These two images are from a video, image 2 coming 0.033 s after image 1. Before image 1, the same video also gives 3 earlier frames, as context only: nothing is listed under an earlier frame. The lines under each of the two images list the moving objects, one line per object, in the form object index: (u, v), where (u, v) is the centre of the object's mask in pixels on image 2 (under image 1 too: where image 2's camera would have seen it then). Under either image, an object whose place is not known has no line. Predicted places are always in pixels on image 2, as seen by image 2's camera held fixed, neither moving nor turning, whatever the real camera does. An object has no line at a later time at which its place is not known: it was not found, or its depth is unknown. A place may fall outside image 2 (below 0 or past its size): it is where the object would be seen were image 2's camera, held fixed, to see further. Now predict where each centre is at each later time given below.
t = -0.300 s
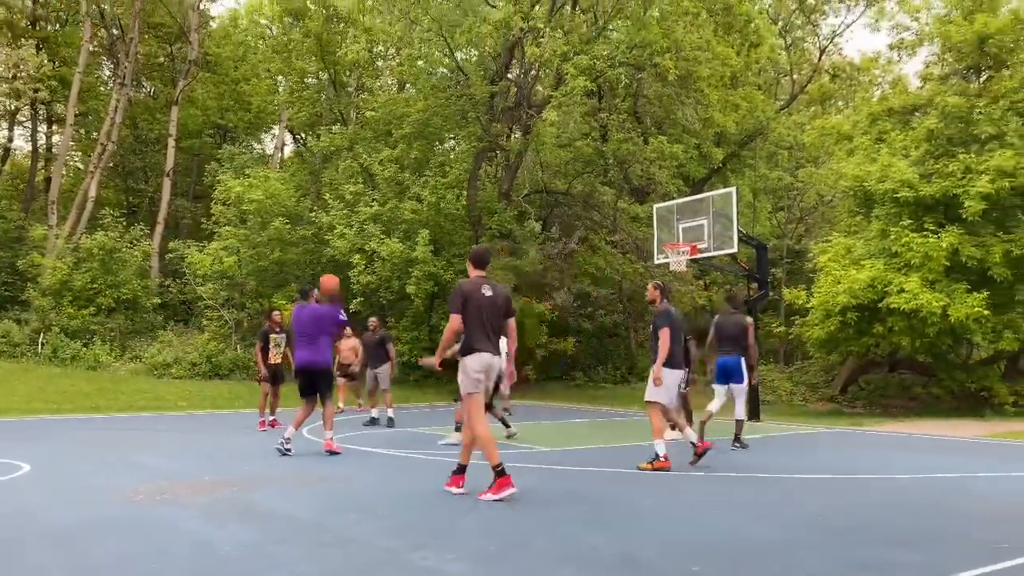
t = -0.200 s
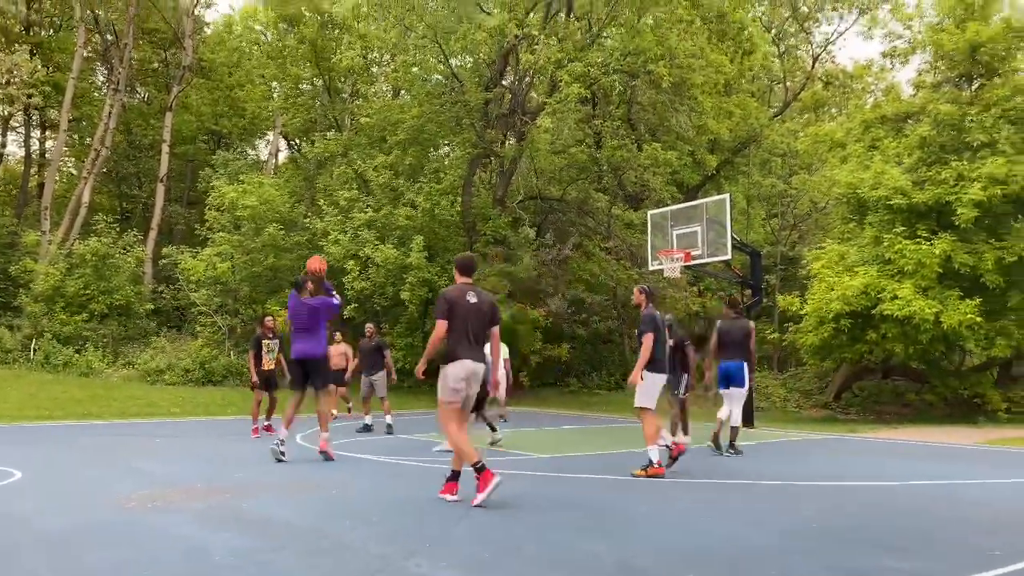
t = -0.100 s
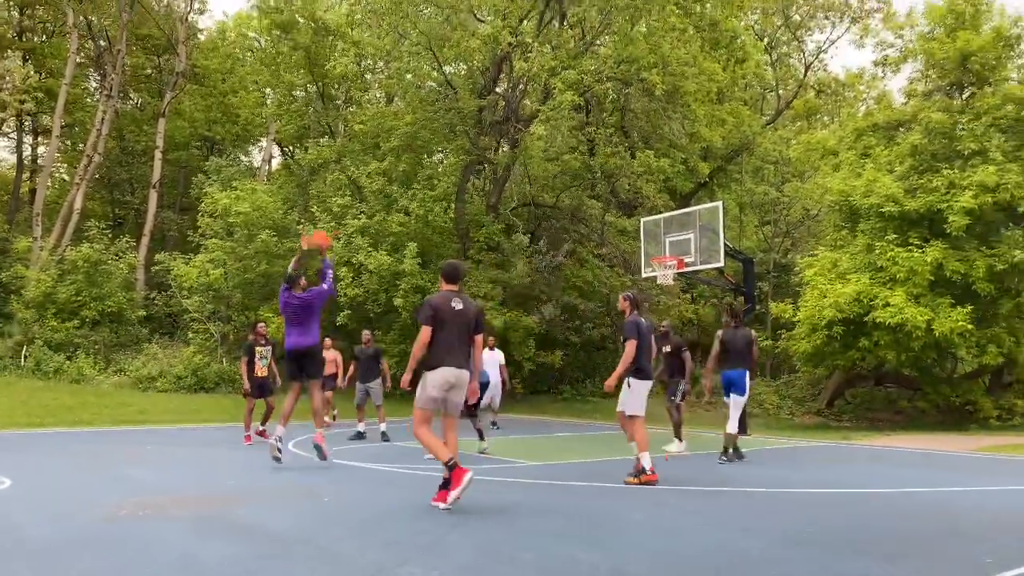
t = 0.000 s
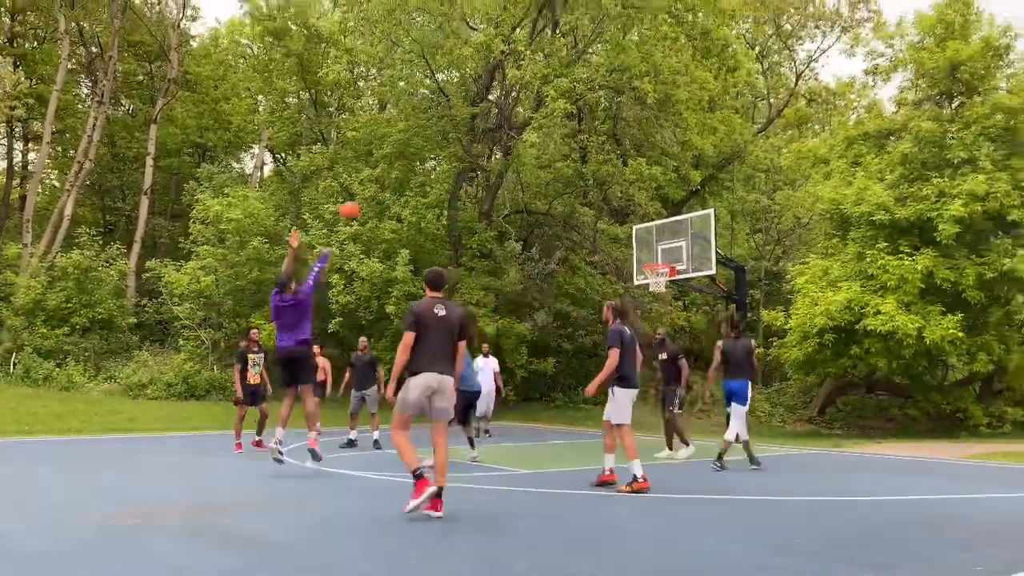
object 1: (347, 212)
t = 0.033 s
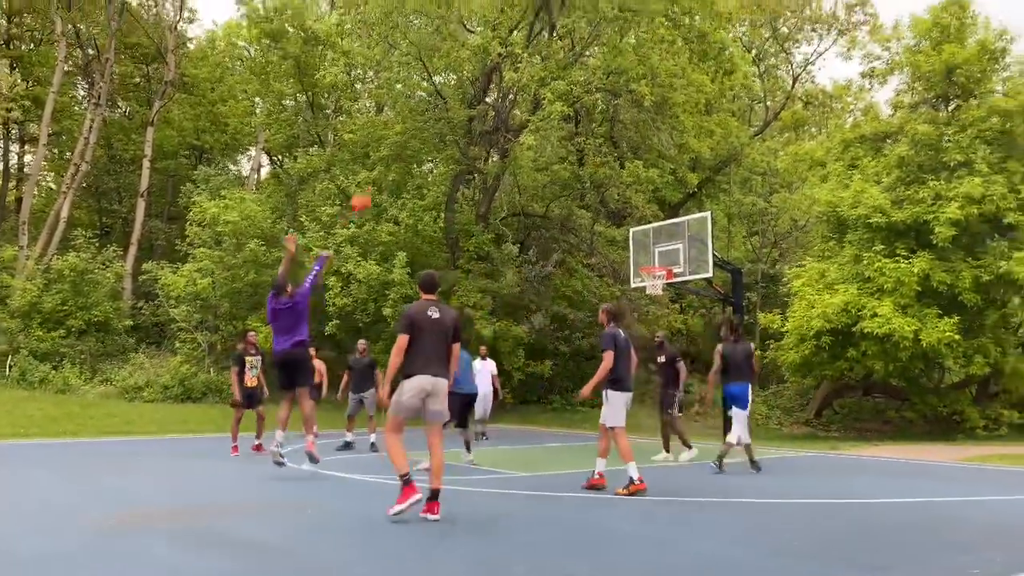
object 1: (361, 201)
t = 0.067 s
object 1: (374, 194)
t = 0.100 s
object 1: (385, 186)
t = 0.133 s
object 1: (397, 179)
